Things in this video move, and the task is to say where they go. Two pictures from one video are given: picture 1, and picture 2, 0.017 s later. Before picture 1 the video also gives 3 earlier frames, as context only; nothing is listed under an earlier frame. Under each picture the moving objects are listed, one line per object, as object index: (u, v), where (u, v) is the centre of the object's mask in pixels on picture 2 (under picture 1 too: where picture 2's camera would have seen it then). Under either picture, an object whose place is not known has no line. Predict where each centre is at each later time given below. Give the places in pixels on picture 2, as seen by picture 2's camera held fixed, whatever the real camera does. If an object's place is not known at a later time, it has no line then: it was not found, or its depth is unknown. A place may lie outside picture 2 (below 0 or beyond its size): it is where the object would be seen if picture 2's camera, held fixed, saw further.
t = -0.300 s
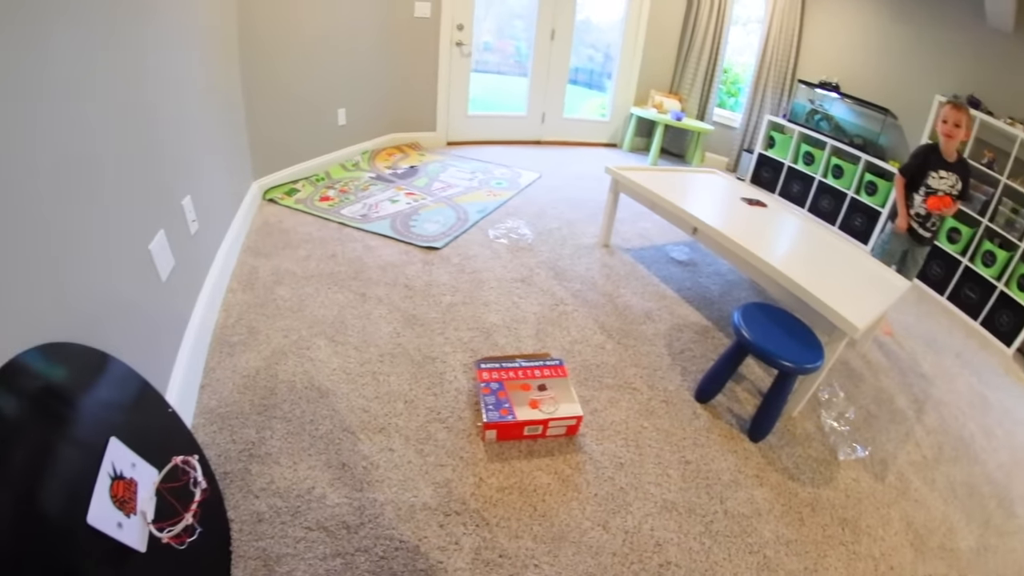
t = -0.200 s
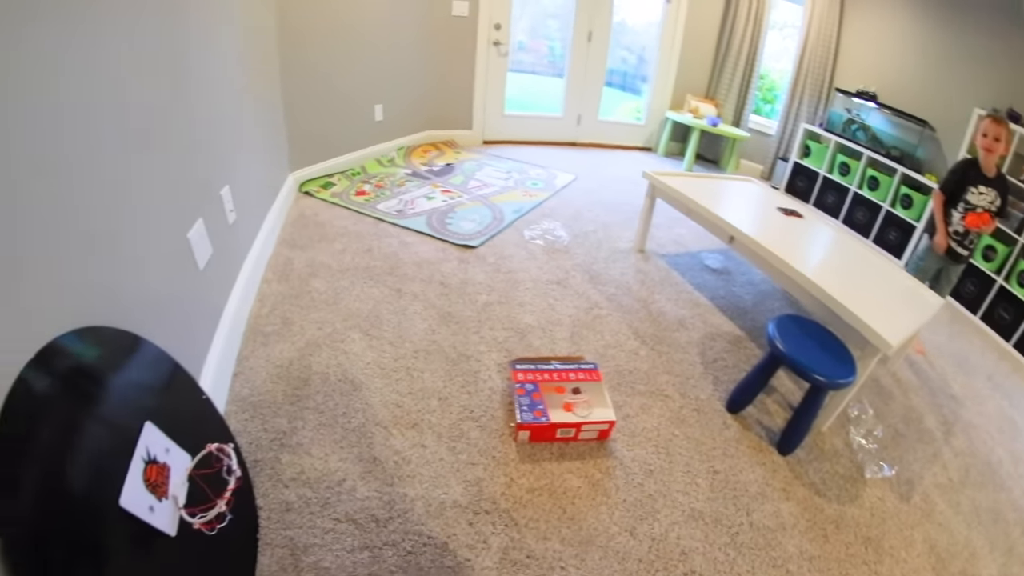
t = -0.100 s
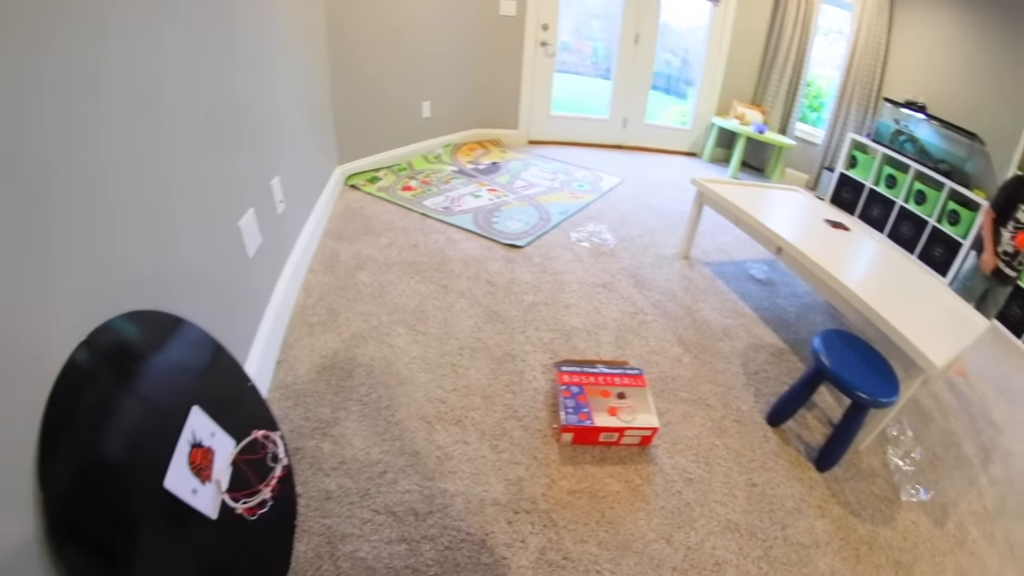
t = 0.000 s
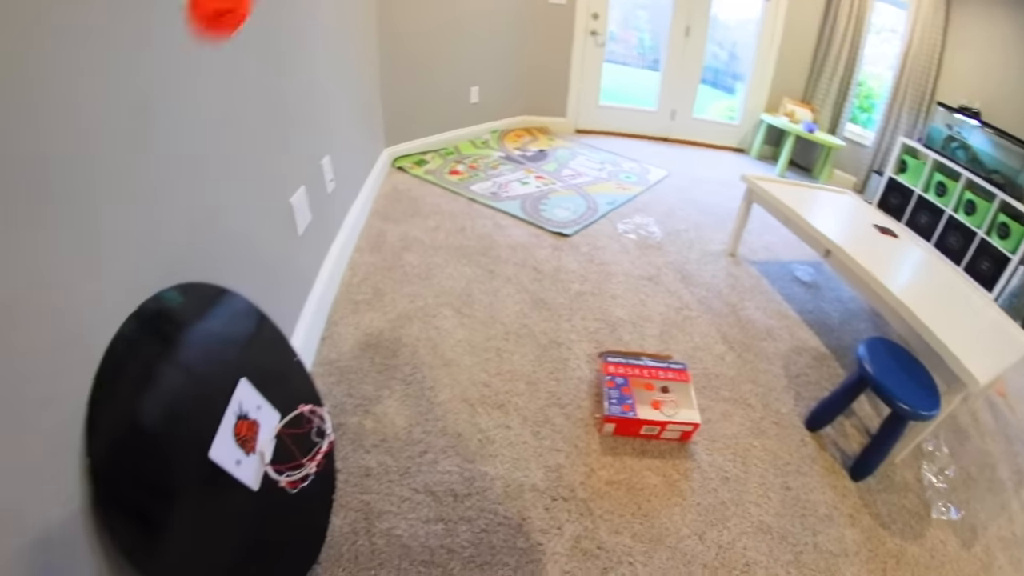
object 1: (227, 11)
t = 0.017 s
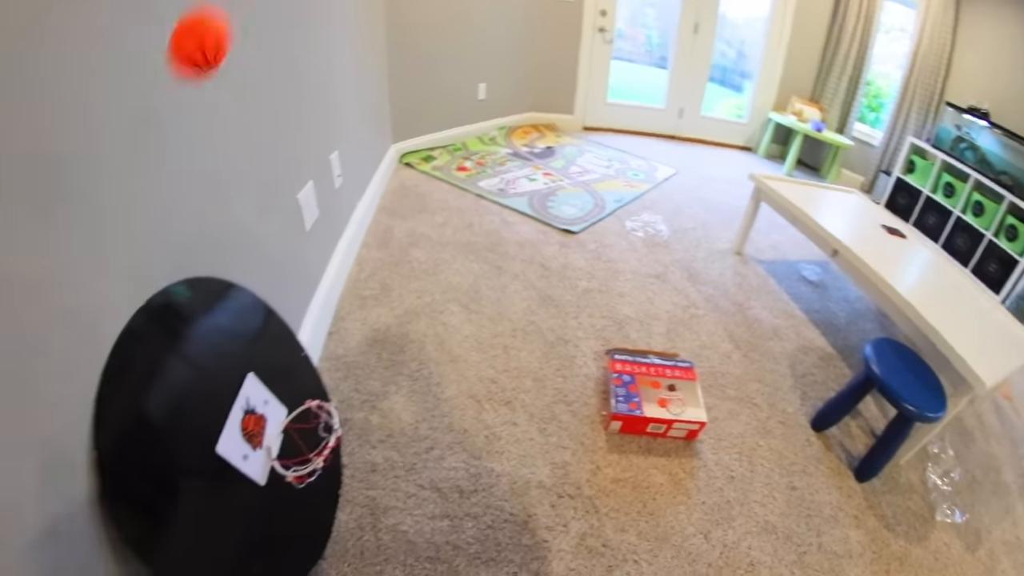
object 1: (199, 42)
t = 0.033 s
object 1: (175, 90)
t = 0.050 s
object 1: (156, 133)
